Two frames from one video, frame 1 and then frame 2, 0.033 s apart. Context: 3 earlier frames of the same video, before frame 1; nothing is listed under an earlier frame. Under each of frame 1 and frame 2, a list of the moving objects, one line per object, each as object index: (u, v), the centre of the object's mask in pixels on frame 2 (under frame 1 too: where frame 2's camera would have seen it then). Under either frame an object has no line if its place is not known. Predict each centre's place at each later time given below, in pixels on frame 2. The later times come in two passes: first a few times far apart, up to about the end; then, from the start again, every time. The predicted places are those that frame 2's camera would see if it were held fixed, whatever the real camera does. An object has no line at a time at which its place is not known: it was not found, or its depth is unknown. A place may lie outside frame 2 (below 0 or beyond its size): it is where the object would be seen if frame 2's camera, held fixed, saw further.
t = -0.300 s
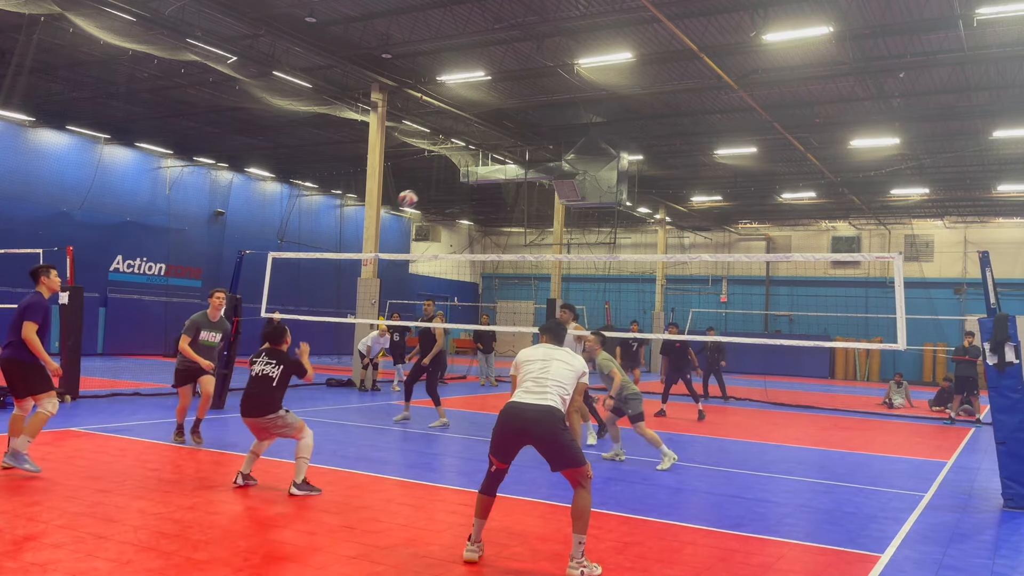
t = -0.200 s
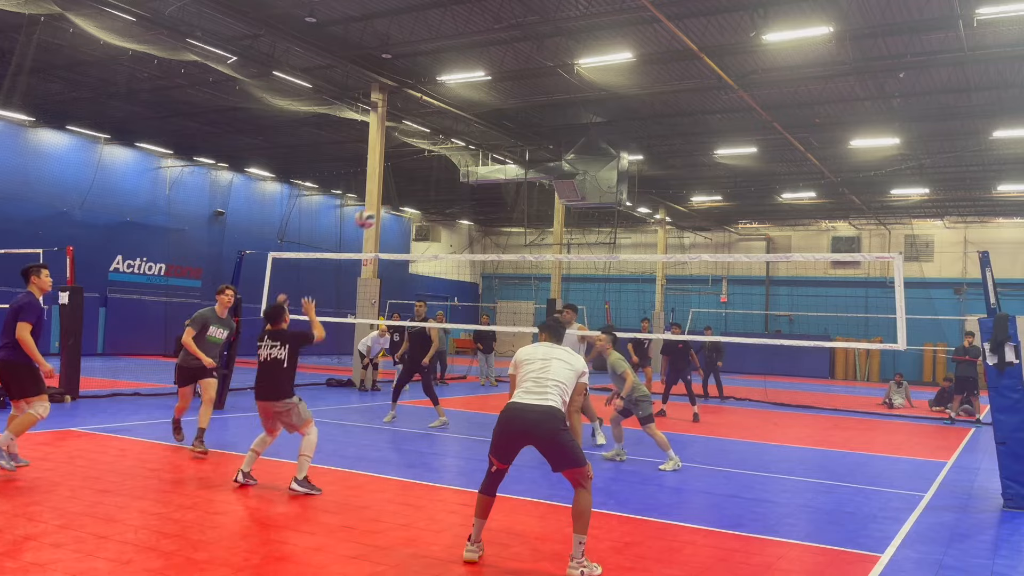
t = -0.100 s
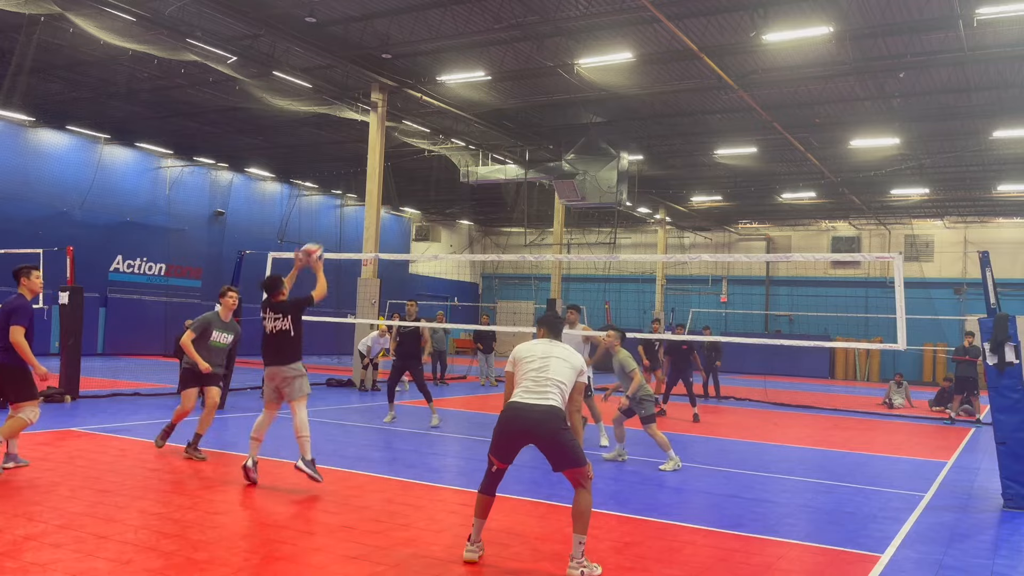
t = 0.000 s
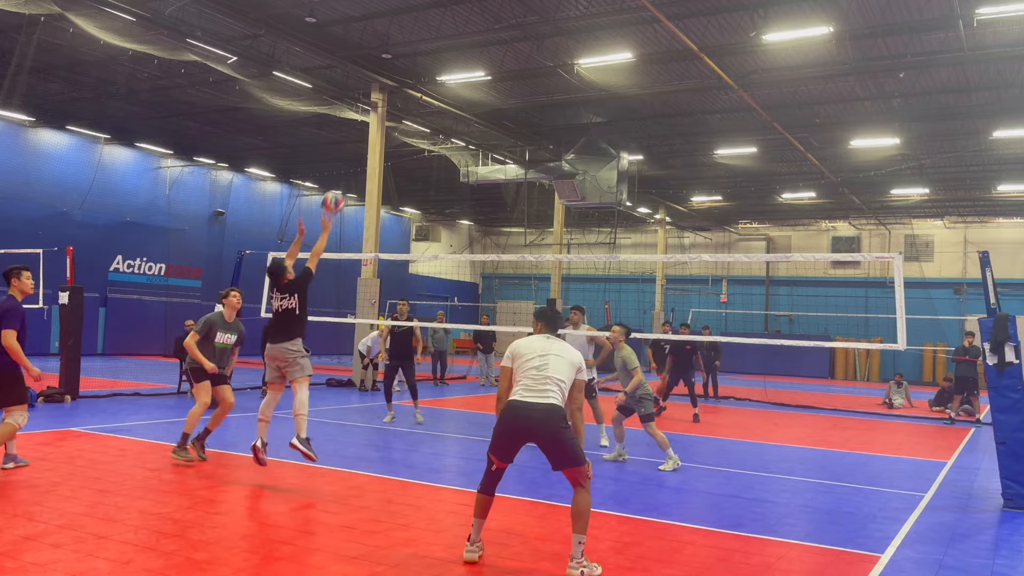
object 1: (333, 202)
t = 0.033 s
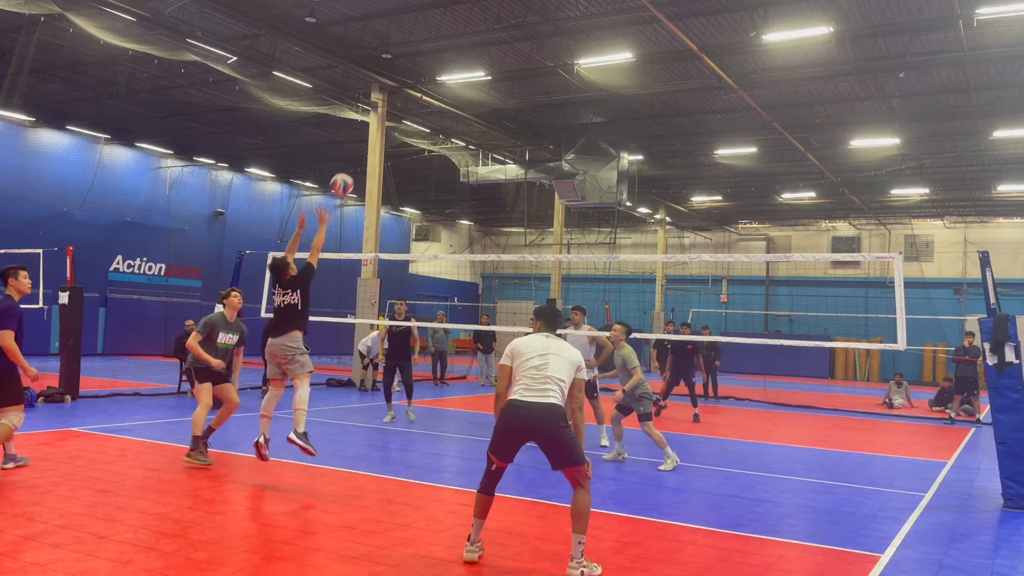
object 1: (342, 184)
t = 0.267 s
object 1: (400, 101)
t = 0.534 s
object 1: (454, 76)
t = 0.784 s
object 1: (498, 112)
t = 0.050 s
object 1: (346, 177)
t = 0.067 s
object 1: (350, 169)
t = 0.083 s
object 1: (355, 161)
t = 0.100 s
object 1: (359, 154)
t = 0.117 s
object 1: (363, 147)
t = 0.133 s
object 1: (367, 141)
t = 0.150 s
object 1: (371, 135)
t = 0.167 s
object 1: (376, 129)
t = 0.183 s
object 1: (381, 123)
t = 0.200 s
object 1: (385, 118)
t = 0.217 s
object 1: (389, 113)
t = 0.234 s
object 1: (393, 109)
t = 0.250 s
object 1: (396, 105)
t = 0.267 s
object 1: (400, 101)
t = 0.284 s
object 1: (404, 98)
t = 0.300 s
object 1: (407, 95)
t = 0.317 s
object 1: (411, 91)
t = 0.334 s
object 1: (415, 89)
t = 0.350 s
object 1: (418, 86)
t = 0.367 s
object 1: (422, 84)
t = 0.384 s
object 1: (425, 82)
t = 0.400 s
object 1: (429, 80)
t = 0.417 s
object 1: (432, 79)
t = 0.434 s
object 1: (435, 78)
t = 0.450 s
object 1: (439, 76)
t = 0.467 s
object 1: (442, 76)
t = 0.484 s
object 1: (445, 76)
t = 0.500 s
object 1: (448, 76)
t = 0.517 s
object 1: (451, 76)
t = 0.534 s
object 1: (454, 76)
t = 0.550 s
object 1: (458, 77)
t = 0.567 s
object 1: (461, 78)
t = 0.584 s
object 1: (464, 79)
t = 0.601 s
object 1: (467, 82)
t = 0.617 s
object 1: (470, 83)
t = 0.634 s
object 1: (473, 85)
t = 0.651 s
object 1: (476, 87)
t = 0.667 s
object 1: (479, 89)
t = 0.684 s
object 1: (482, 91)
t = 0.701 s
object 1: (484, 94)
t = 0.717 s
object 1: (487, 98)
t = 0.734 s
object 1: (490, 101)
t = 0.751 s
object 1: (493, 104)
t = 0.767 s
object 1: (495, 108)
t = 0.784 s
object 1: (498, 112)
